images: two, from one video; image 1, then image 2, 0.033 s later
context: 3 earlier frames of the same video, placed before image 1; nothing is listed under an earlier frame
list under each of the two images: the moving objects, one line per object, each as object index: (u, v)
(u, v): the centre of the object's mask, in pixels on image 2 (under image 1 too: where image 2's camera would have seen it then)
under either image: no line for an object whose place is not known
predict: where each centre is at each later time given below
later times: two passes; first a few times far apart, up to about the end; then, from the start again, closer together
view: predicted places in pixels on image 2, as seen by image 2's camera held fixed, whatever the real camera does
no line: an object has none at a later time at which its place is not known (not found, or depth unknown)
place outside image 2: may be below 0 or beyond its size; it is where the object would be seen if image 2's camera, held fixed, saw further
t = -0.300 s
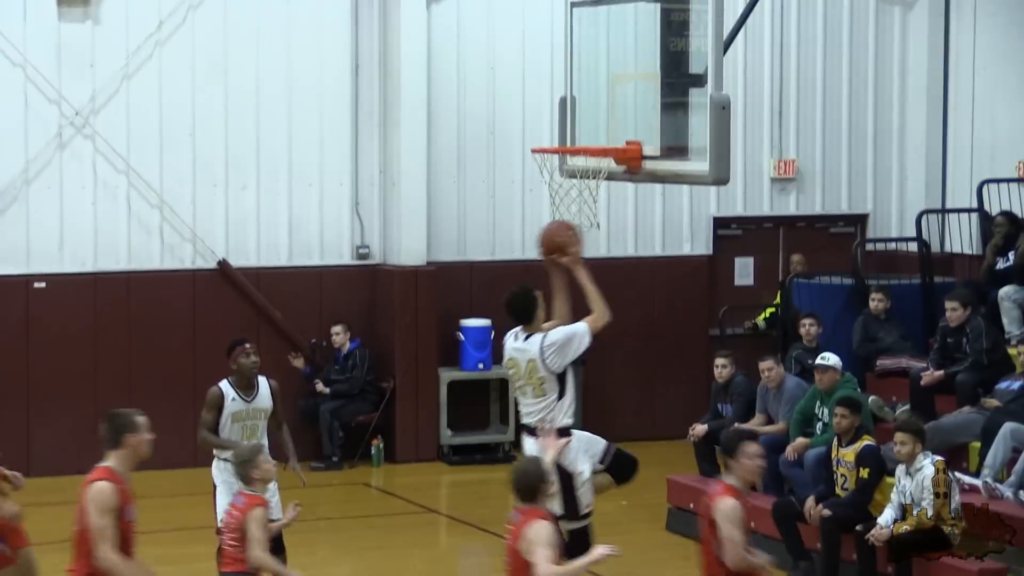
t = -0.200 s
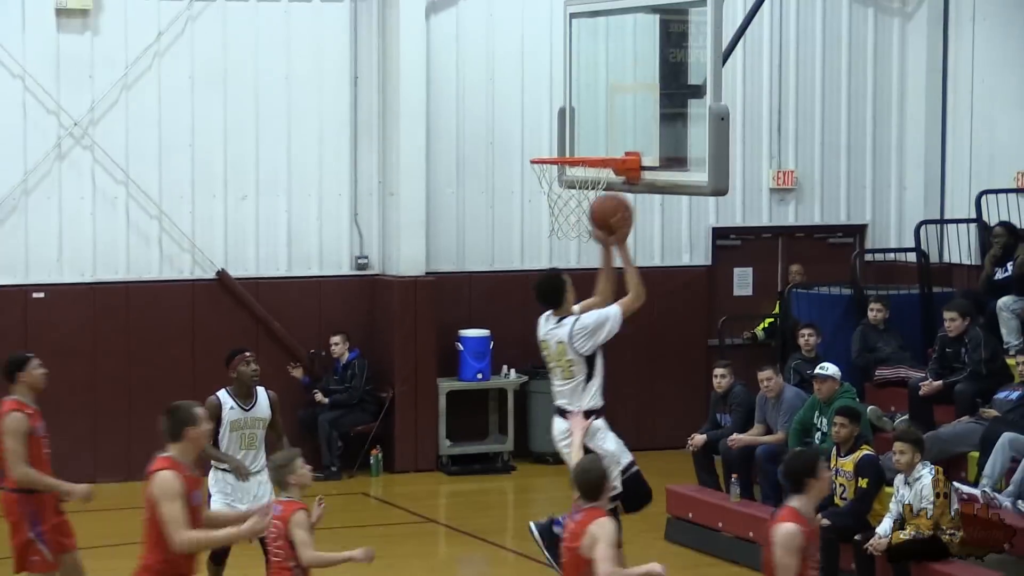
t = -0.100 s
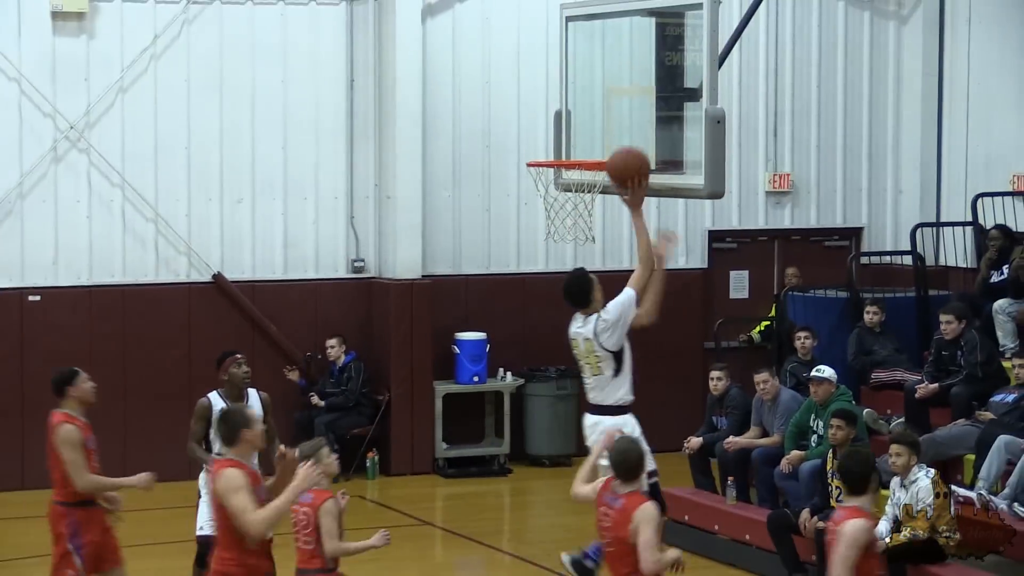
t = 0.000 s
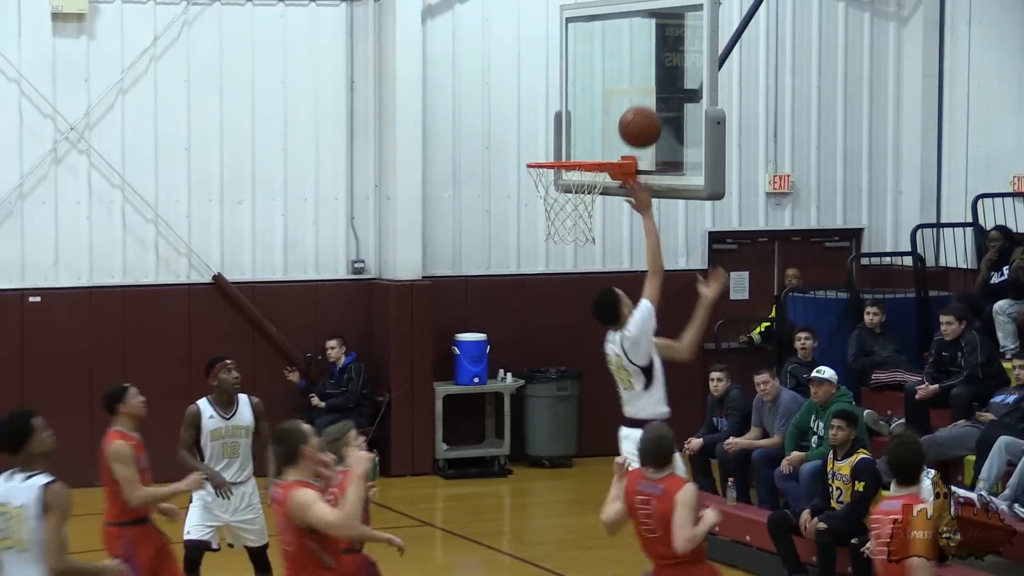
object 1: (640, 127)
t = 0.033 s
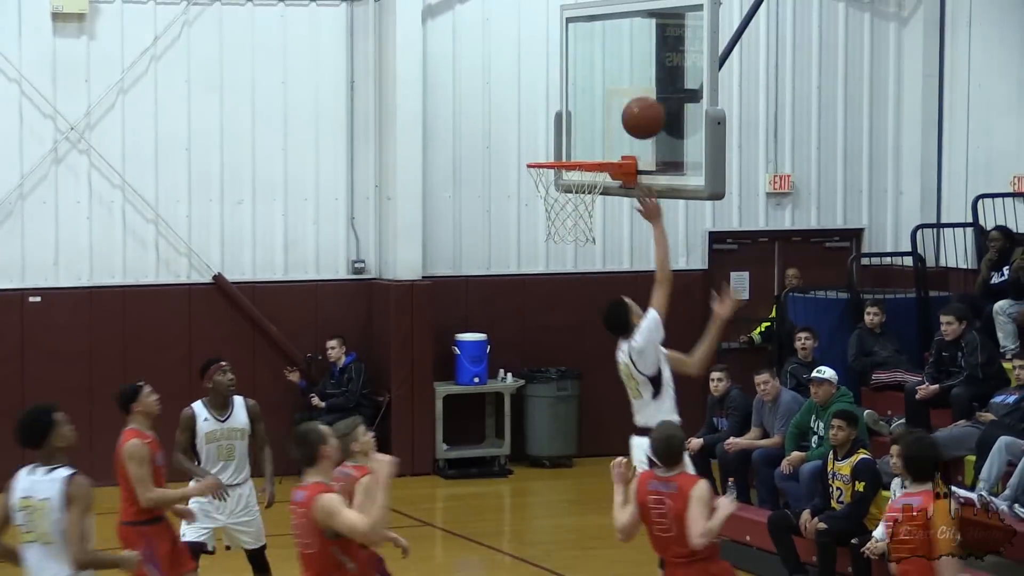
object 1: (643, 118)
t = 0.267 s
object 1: (577, 125)
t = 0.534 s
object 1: (563, 162)
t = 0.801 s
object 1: (586, 247)
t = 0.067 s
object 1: (634, 113)
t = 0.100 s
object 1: (625, 110)
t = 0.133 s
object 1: (615, 109)
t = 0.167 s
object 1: (605, 110)
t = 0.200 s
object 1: (596, 114)
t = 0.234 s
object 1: (586, 119)
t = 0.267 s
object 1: (577, 125)
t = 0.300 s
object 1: (567, 134)
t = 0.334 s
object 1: (557, 145)
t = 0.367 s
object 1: (556, 146)
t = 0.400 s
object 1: (558, 145)
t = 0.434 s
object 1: (559, 146)
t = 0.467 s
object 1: (561, 148)
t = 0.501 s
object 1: (562, 155)
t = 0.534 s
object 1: (563, 162)
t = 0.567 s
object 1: (566, 170)
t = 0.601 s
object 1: (569, 176)
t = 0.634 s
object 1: (572, 185)
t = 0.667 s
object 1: (575, 193)
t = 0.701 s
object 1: (579, 203)
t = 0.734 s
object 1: (582, 218)
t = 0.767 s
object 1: (584, 232)
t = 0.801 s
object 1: (586, 247)
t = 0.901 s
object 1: (591, 305)
